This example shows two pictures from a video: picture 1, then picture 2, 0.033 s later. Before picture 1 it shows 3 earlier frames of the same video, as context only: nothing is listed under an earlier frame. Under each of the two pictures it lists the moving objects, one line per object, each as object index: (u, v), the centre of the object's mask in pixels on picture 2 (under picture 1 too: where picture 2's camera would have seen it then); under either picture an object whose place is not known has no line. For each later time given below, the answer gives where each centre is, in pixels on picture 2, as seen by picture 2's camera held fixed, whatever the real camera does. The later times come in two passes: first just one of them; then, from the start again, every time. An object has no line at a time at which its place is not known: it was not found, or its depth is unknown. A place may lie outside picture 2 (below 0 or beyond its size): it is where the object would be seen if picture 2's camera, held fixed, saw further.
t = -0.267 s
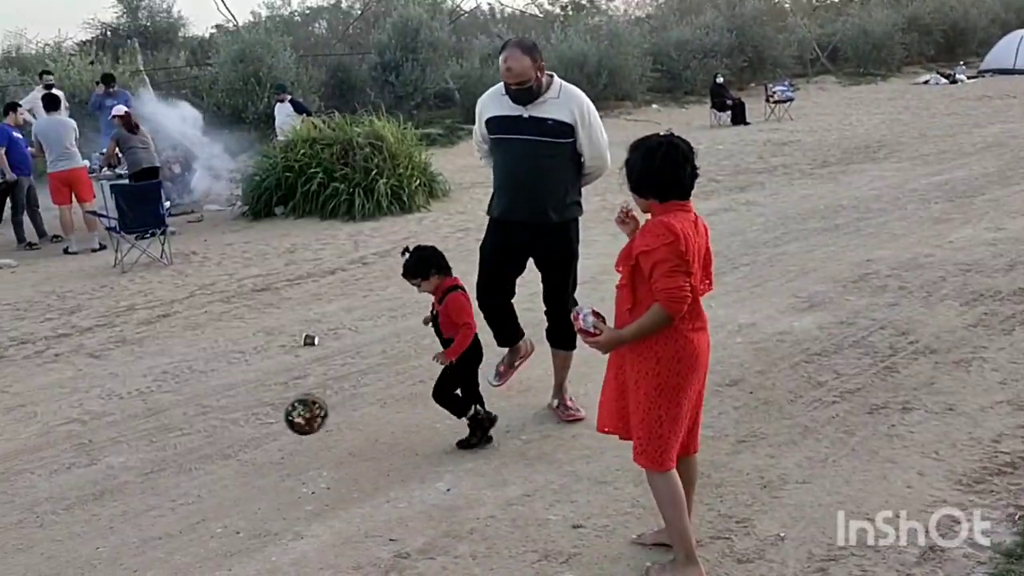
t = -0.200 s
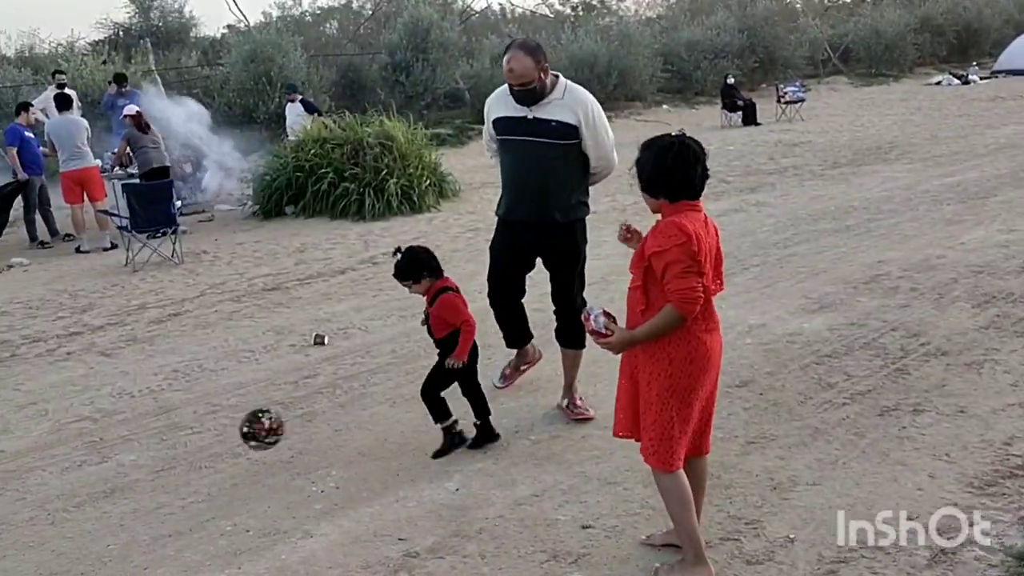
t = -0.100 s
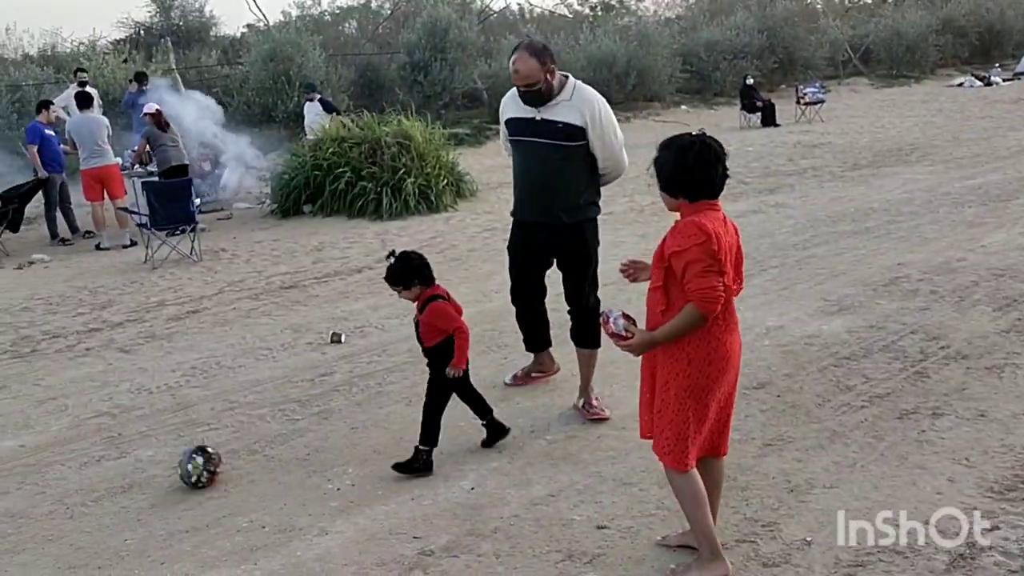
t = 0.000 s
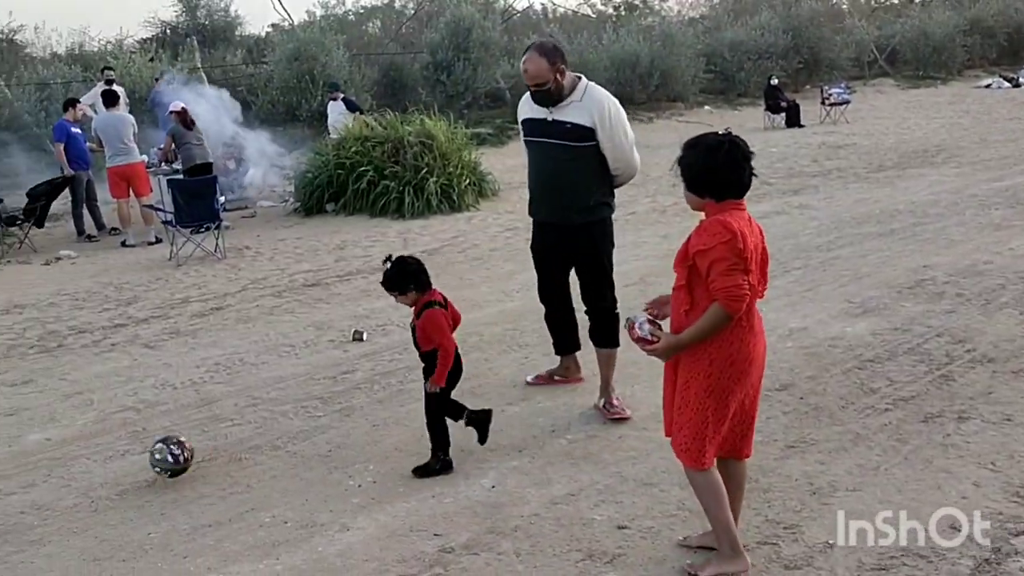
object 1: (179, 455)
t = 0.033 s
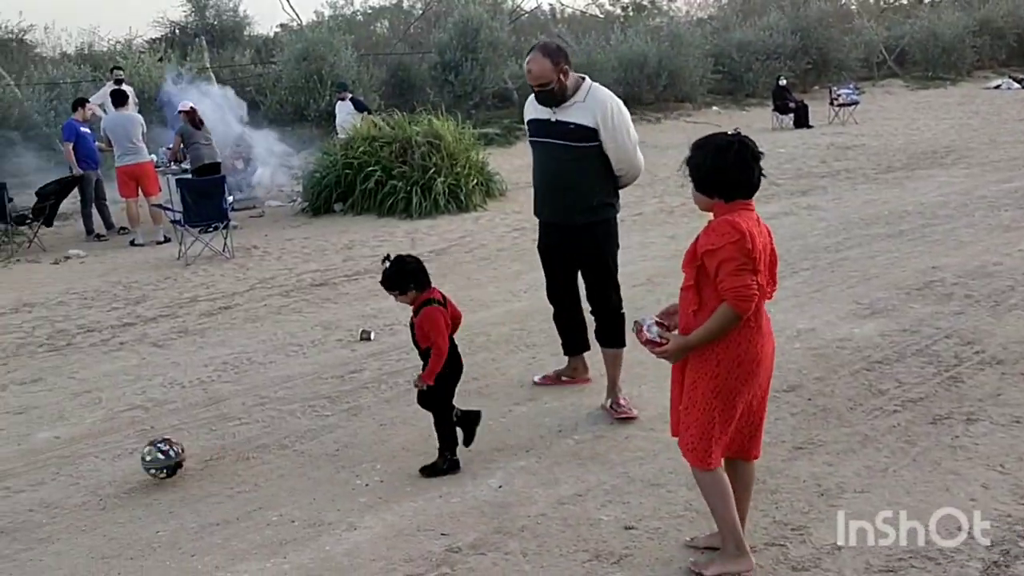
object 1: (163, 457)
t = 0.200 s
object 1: (95, 467)
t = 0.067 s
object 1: (147, 463)
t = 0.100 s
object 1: (133, 466)
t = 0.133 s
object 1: (120, 466)
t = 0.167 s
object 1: (107, 466)
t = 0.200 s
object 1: (95, 467)
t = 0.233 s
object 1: (83, 469)
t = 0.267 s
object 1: (71, 470)
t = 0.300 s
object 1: (59, 470)
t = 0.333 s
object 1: (48, 470)
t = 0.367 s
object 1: (36, 471)
